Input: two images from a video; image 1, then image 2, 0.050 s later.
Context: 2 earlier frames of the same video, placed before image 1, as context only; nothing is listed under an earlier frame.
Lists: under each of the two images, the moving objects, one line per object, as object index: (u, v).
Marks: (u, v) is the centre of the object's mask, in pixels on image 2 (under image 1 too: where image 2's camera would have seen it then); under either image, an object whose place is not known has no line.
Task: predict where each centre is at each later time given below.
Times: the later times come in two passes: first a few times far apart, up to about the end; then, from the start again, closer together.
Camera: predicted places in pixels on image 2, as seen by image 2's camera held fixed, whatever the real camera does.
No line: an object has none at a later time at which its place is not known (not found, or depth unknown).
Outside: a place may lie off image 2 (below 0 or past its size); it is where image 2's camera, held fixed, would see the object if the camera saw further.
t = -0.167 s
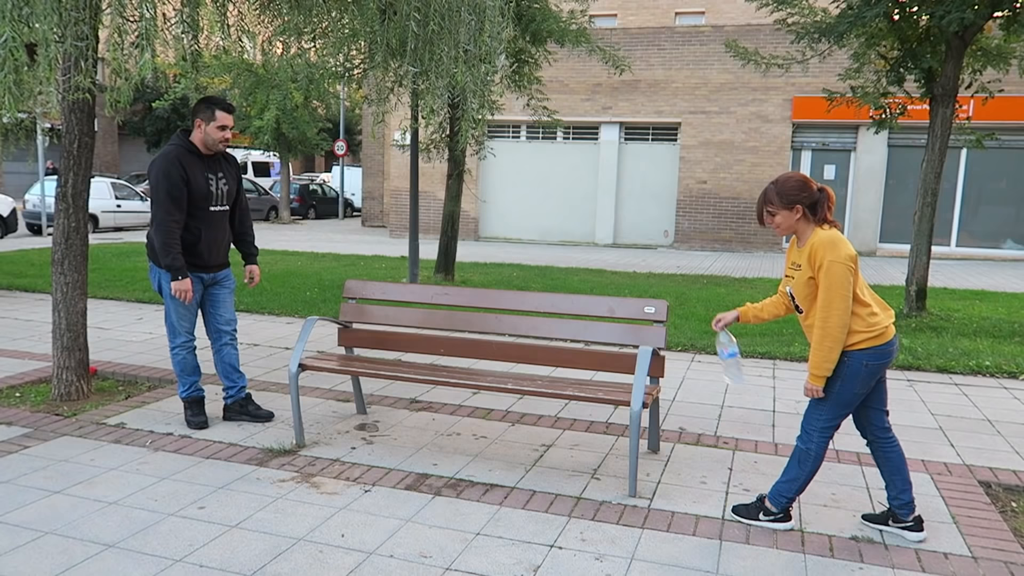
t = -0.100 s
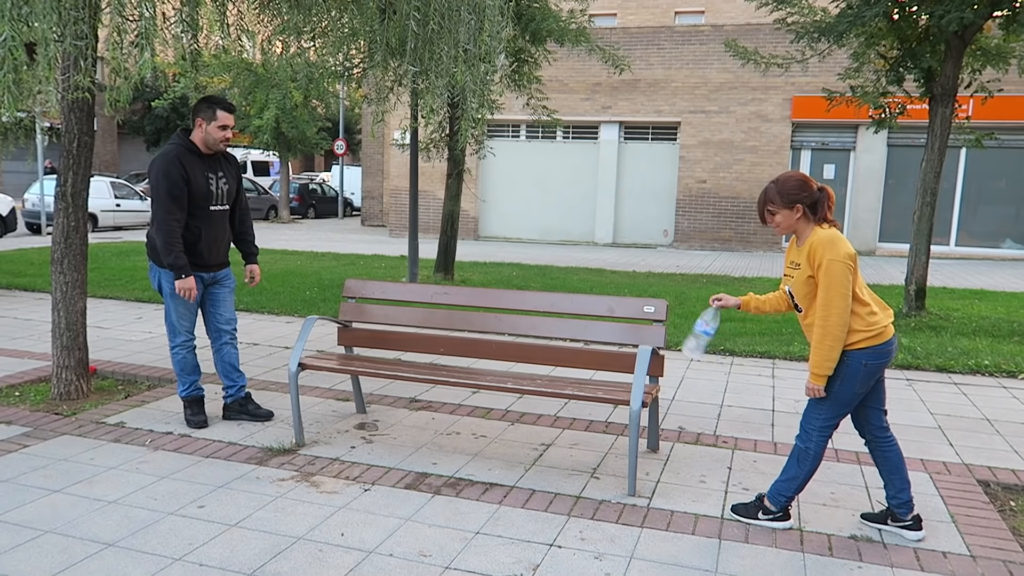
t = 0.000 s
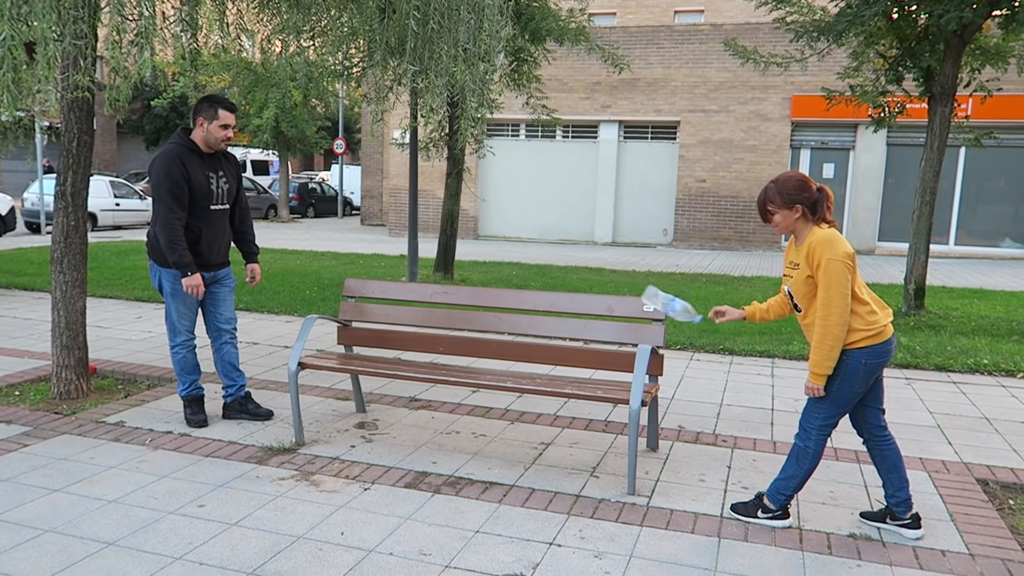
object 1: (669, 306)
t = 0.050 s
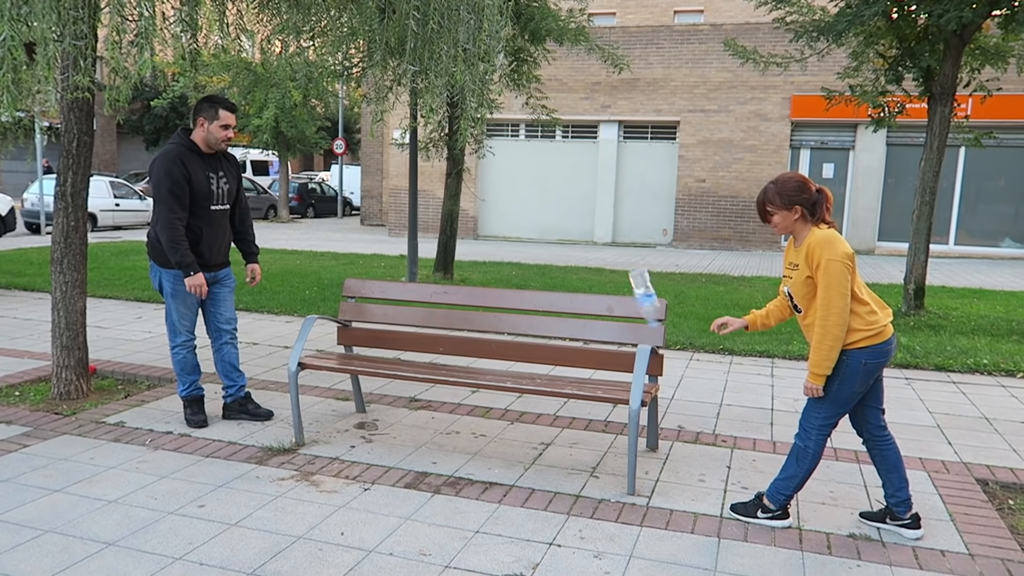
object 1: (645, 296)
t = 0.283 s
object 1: (563, 274)
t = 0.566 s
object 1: (478, 425)
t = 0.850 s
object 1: (433, 463)
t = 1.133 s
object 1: (428, 464)
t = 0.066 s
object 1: (637, 292)
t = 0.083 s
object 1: (627, 290)
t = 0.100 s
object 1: (620, 284)
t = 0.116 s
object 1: (613, 279)
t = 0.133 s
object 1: (605, 276)
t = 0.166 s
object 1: (595, 268)
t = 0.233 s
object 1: (576, 266)
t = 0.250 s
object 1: (572, 268)
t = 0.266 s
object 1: (568, 271)
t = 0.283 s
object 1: (563, 274)
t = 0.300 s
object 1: (559, 279)
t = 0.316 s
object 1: (553, 282)
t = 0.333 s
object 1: (547, 288)
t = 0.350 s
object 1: (542, 294)
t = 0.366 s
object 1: (537, 300)
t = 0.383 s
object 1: (532, 308)
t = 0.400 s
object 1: (527, 316)
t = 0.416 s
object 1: (522, 325)
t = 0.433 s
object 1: (518, 334)
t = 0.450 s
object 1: (512, 342)
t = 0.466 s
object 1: (507, 353)
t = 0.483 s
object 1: (502, 364)
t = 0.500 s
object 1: (497, 375)
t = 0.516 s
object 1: (492, 387)
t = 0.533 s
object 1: (488, 399)
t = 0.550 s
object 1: (482, 412)
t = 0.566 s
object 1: (478, 425)
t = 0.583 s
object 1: (472, 443)
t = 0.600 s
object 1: (468, 452)
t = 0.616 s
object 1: (466, 452)
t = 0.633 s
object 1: (463, 452)
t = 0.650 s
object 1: (460, 451)
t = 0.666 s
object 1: (457, 451)
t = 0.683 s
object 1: (454, 451)
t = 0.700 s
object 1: (453, 451)
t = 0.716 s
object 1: (450, 451)
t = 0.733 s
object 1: (448, 452)
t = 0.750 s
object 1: (446, 452)
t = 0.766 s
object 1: (443, 453)
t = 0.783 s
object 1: (441, 454)
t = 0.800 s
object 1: (438, 455)
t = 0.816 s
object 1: (436, 457)
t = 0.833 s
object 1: (434, 459)
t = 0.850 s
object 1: (433, 463)
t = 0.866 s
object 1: (429, 465)
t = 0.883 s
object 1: (428, 465)
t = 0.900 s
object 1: (428, 464)
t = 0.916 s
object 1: (428, 464)
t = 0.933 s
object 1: (428, 464)
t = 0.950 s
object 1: (428, 465)
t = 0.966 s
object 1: (428, 464)
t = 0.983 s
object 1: (428, 465)
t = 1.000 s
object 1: (428, 464)
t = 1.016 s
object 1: (428, 465)
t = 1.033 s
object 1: (428, 464)
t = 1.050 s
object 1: (428, 464)
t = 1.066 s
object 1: (428, 464)
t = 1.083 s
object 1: (428, 464)
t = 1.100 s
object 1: (428, 464)
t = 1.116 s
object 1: (428, 464)
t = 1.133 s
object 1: (428, 464)
